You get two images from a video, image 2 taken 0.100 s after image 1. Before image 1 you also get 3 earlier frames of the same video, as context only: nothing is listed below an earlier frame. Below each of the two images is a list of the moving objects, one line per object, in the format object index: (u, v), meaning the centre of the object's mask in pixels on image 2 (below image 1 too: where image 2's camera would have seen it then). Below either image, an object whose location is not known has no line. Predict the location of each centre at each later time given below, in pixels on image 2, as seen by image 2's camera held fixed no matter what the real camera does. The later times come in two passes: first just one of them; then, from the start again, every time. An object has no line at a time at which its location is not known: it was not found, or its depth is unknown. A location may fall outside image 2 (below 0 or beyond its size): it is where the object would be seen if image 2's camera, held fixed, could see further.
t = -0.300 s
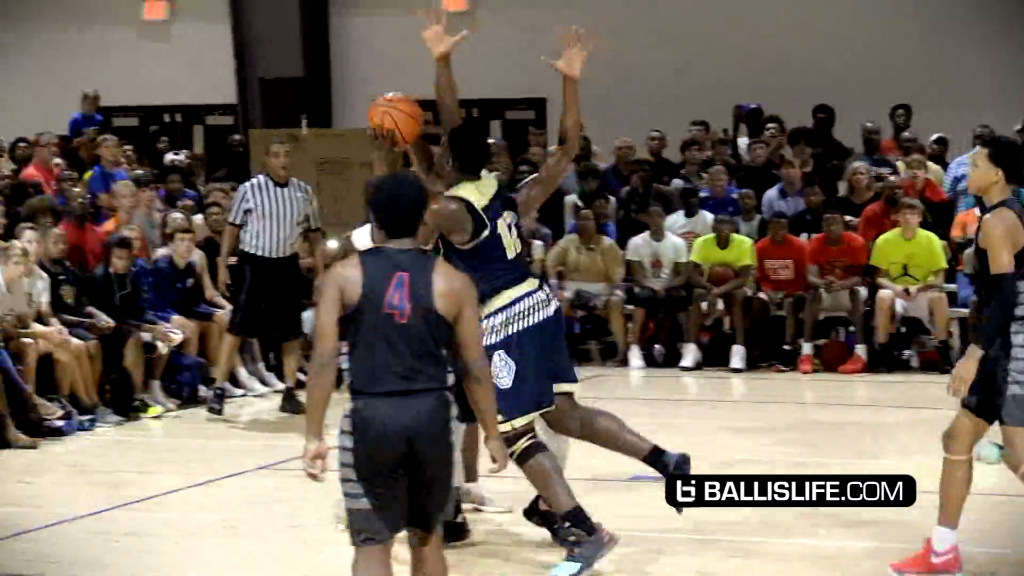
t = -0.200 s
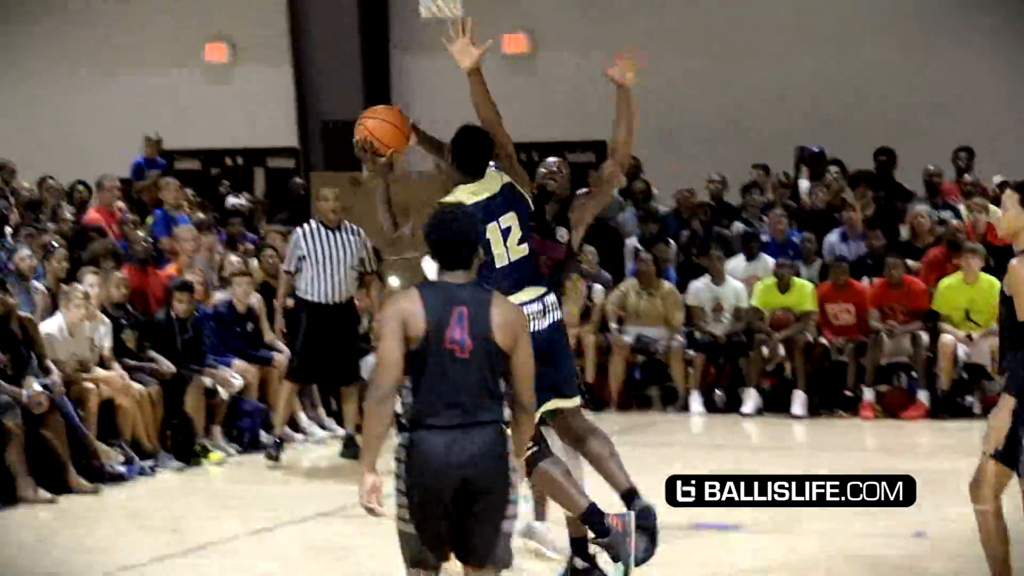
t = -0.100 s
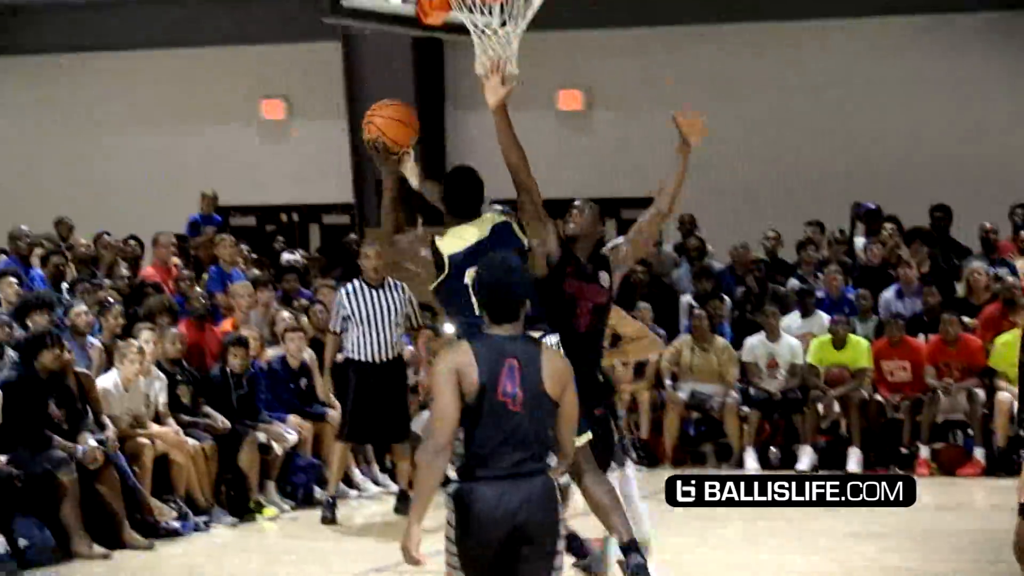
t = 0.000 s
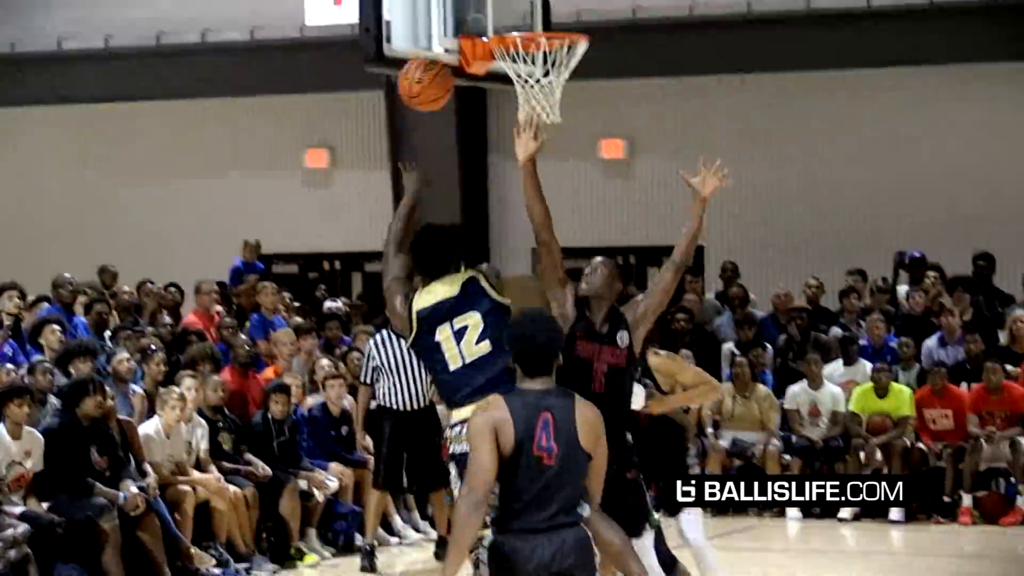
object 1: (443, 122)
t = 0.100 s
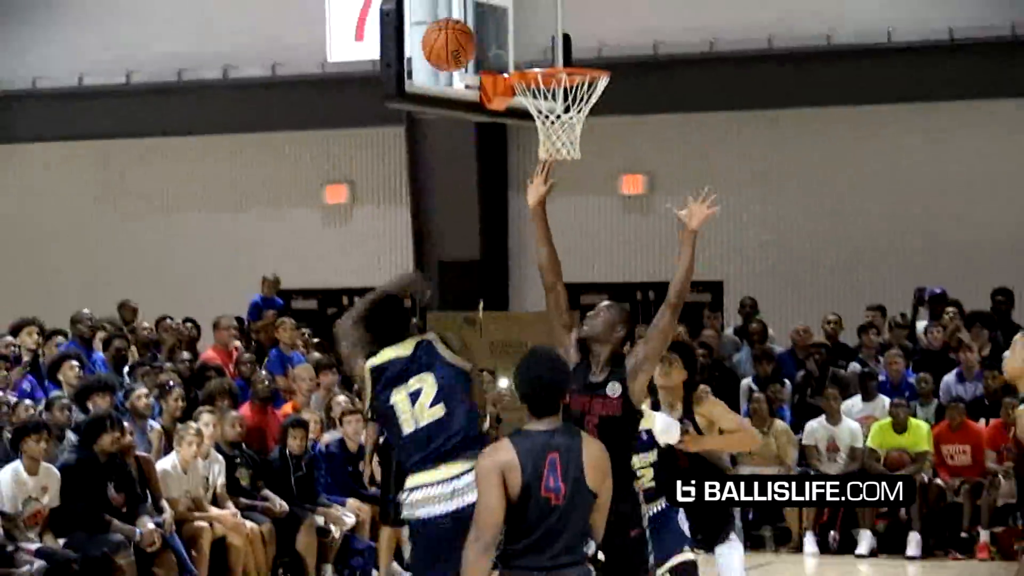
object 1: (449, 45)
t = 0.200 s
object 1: (451, -7)
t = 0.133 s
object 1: (450, 24)
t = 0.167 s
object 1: (450, 7)
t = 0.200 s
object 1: (451, -7)
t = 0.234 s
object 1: (451, -19)
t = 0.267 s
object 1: (452, -27)
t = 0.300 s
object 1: (459, -32)
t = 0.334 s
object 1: (472, -33)
